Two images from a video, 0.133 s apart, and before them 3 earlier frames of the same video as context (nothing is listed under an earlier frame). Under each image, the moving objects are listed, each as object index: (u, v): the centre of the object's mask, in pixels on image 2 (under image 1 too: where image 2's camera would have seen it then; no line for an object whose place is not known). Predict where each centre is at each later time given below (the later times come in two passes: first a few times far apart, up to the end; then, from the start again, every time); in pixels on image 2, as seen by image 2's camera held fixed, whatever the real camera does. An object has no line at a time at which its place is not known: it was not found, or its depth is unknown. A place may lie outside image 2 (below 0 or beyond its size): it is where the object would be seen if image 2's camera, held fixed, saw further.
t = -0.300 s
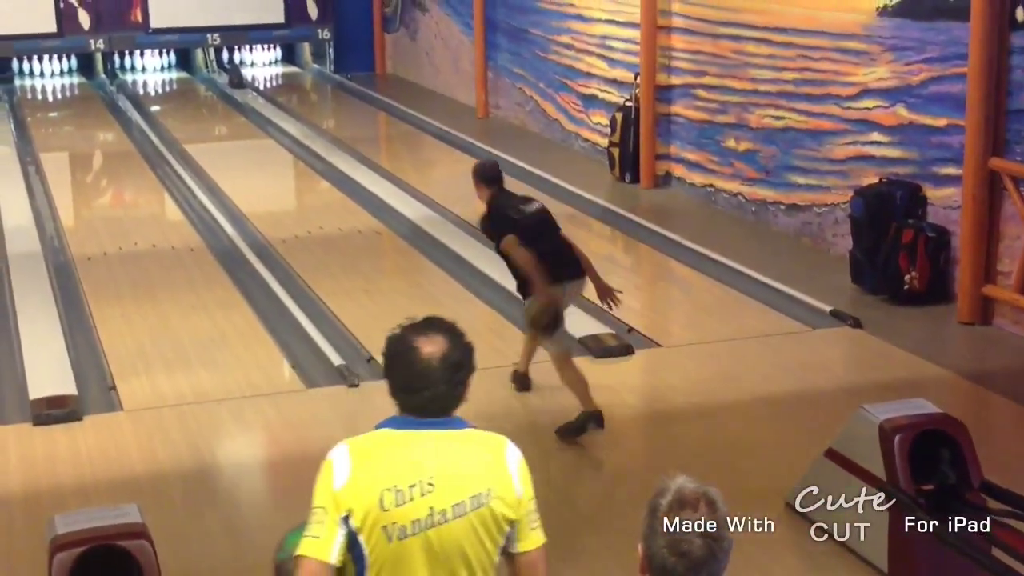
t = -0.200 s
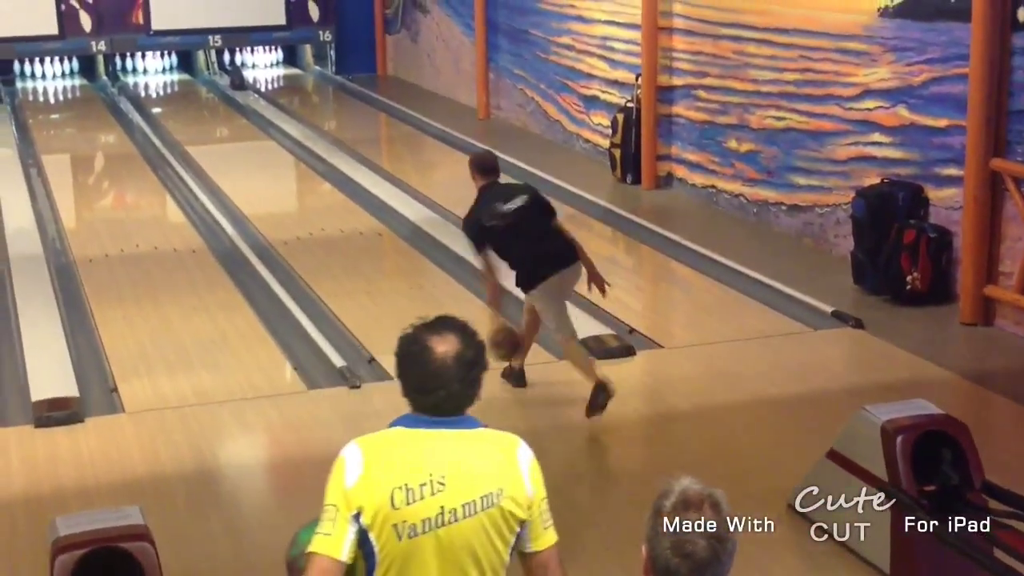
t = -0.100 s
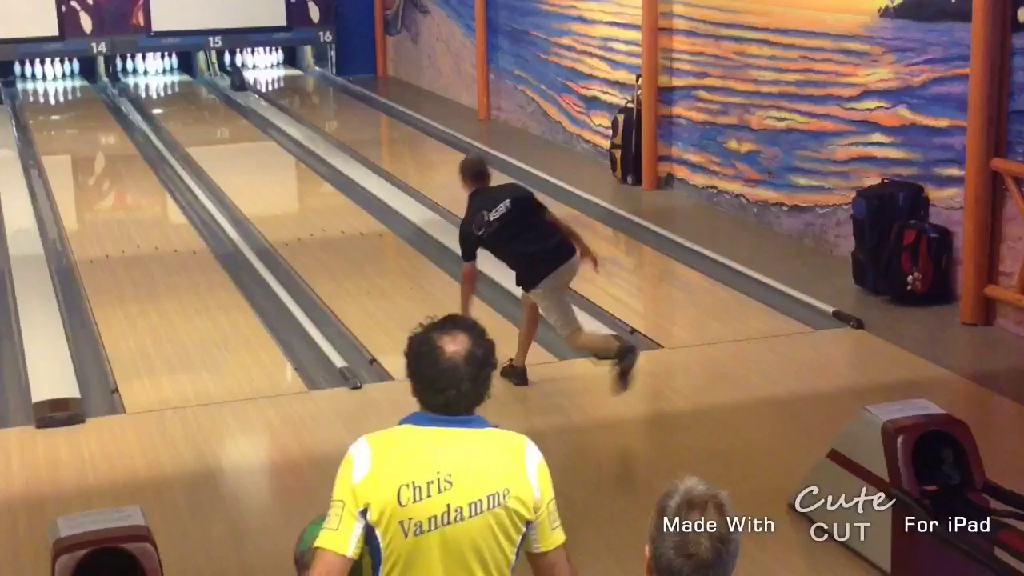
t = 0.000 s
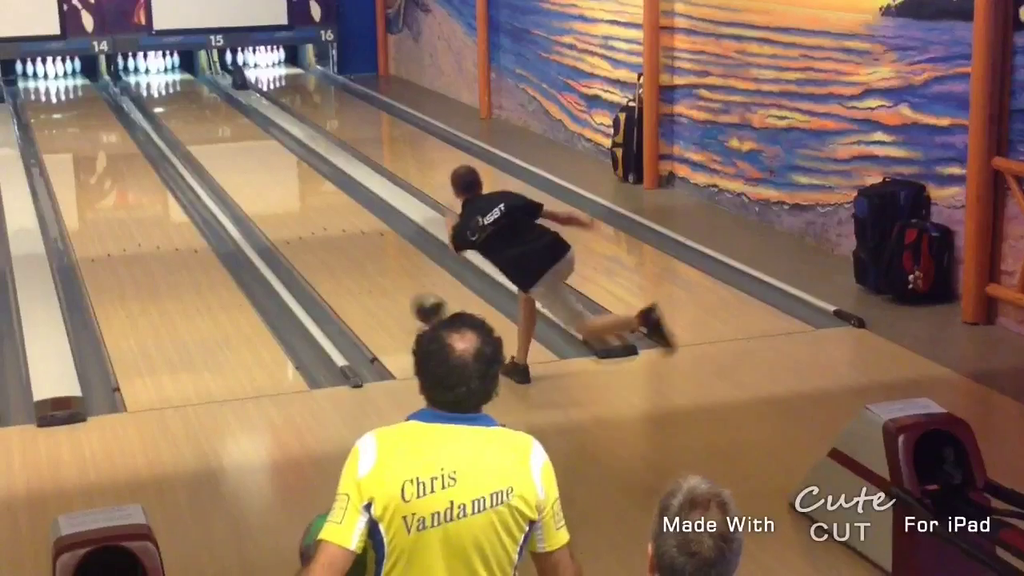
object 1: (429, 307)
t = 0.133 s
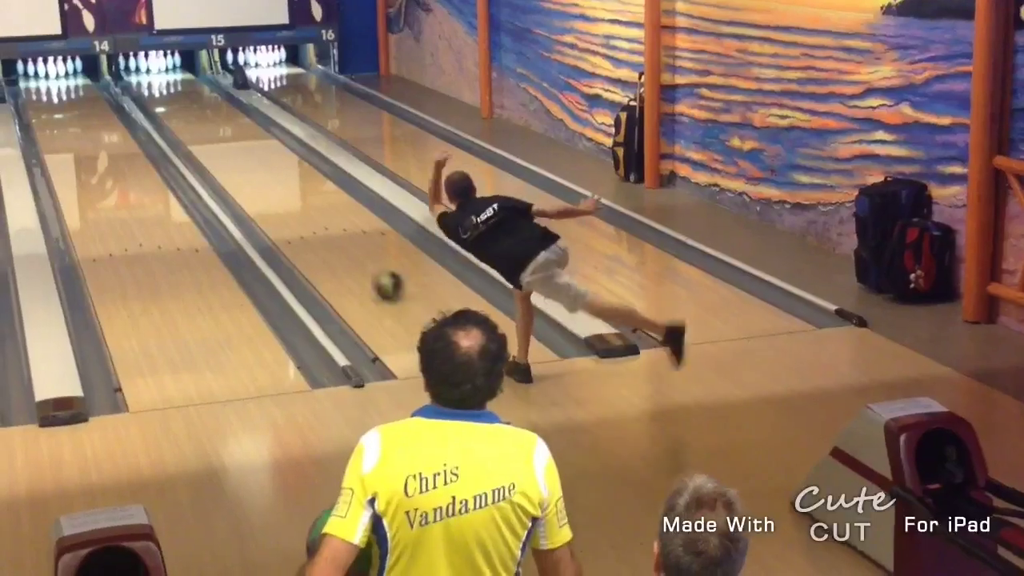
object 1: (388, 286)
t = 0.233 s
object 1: (362, 265)
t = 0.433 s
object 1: (315, 228)
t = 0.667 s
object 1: (273, 193)
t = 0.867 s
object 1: (243, 169)
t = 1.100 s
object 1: (214, 145)
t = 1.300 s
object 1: (194, 128)
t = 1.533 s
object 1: (175, 111)
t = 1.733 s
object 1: (163, 99)
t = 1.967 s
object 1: (153, 86)
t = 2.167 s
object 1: (150, 77)
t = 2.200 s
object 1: (150, 75)
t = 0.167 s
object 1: (379, 278)
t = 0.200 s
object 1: (370, 271)
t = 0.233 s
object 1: (362, 265)
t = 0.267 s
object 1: (353, 258)
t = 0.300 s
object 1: (345, 252)
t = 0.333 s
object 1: (336, 245)
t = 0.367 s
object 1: (330, 239)
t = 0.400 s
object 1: (323, 234)
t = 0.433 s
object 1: (315, 228)
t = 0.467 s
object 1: (308, 222)
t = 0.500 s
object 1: (301, 218)
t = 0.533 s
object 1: (295, 212)
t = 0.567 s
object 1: (289, 207)
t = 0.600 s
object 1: (284, 202)
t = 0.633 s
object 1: (278, 197)
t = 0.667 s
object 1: (273, 193)
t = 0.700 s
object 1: (267, 189)
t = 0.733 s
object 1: (262, 185)
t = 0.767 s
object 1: (257, 180)
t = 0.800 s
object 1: (252, 177)
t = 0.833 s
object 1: (247, 173)
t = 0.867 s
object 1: (243, 169)
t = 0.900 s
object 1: (238, 165)
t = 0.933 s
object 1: (234, 162)
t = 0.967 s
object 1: (230, 158)
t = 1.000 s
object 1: (226, 155)
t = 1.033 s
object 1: (222, 151)
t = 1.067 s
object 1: (218, 148)
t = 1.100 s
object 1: (214, 145)
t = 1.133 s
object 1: (211, 142)
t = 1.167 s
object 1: (207, 140)
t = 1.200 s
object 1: (204, 136)
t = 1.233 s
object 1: (201, 134)
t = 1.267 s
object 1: (197, 131)
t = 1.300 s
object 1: (194, 128)
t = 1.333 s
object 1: (191, 125)
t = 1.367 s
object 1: (188, 123)
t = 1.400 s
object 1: (186, 121)
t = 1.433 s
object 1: (183, 118)
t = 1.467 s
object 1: (180, 116)
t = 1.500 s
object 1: (177, 113)
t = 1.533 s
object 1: (175, 111)
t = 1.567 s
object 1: (173, 109)
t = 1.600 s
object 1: (170, 107)
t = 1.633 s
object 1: (168, 104)
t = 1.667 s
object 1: (166, 102)
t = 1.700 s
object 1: (164, 101)
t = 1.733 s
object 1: (163, 99)
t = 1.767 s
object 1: (161, 97)
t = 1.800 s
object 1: (159, 95)
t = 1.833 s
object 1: (158, 93)
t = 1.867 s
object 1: (156, 91)
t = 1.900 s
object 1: (154, 89)
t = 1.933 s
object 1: (154, 88)
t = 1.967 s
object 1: (153, 86)
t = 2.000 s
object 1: (153, 84)
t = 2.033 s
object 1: (152, 83)
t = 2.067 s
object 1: (152, 81)
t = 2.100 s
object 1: (151, 79)
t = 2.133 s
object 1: (151, 78)
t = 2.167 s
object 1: (150, 77)
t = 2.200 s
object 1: (150, 75)
